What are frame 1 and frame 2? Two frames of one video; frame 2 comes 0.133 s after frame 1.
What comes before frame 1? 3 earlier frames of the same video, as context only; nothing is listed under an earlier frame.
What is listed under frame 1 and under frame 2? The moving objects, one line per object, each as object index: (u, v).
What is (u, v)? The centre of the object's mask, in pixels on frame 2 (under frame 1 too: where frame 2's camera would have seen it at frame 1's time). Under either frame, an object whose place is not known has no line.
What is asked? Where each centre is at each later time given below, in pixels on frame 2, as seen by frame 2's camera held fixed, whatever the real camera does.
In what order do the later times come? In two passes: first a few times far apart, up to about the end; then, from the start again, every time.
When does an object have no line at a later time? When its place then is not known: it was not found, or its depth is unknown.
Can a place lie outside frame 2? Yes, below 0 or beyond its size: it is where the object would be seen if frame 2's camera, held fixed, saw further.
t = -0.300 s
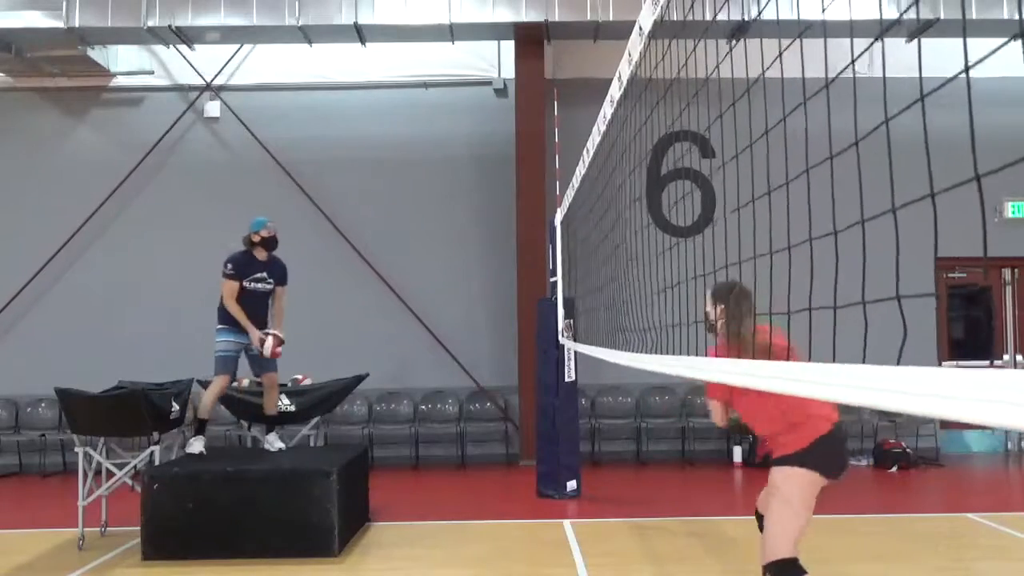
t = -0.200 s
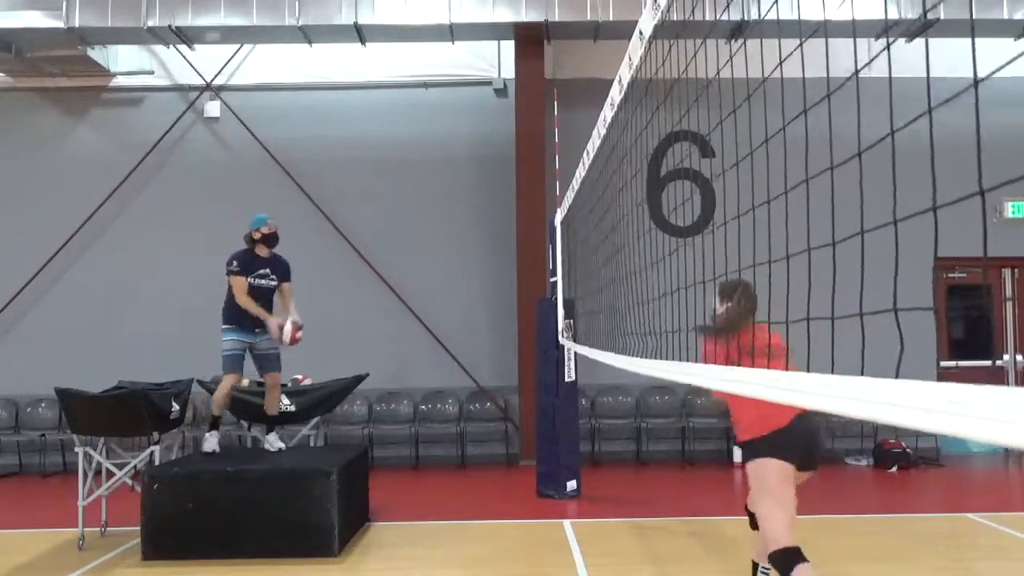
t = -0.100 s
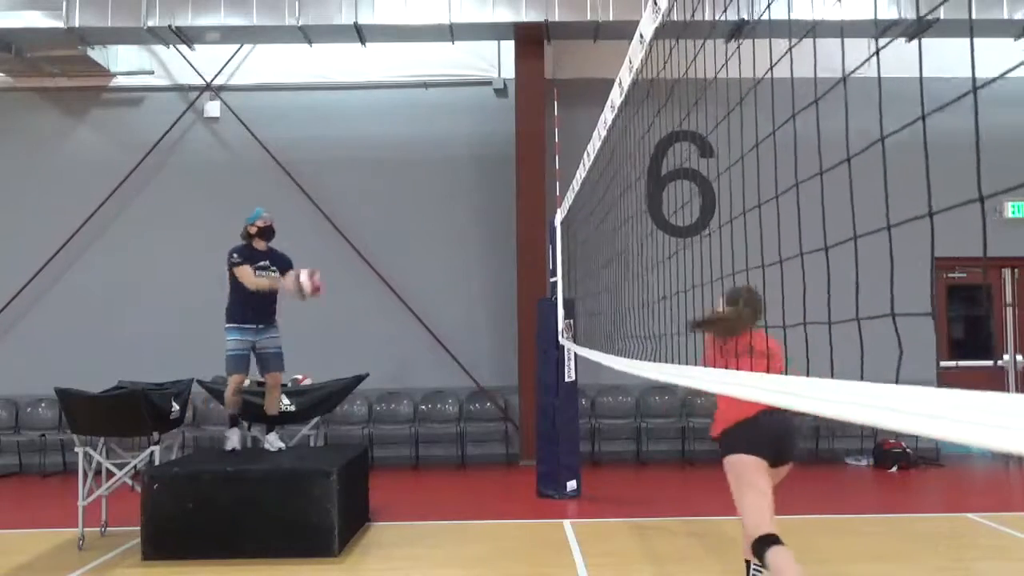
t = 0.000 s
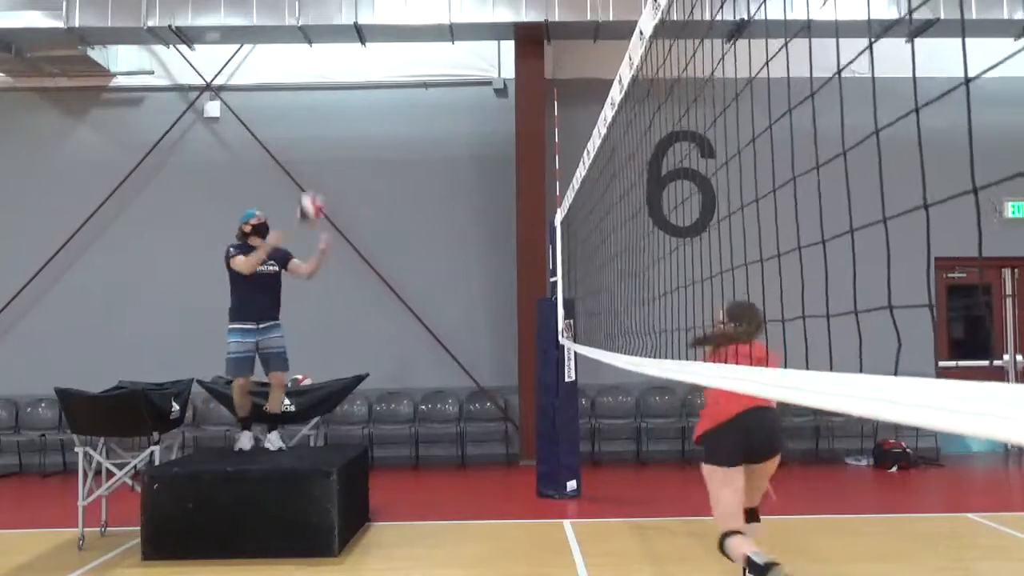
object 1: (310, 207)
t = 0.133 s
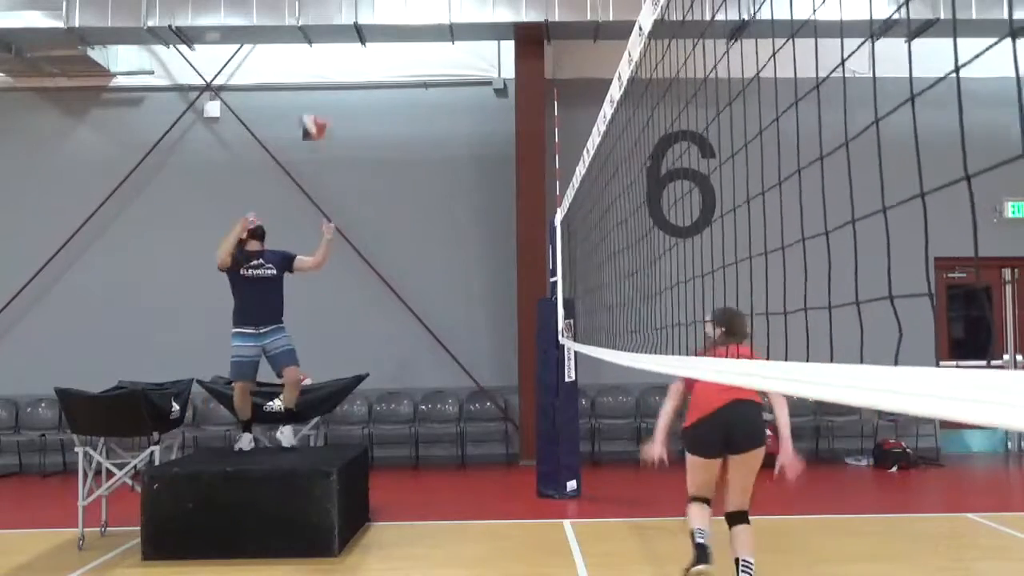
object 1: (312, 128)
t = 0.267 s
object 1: (315, 73)
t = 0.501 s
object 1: (319, 34)
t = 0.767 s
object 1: (326, 79)
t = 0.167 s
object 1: (313, 113)
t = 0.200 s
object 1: (314, 97)
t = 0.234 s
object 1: (314, 84)
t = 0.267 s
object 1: (315, 73)
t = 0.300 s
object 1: (315, 63)
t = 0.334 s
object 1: (316, 54)
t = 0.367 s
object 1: (317, 46)
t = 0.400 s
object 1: (318, 41)
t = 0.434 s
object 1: (319, 38)
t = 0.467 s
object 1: (319, 35)
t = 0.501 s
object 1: (319, 34)
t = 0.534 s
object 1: (320, 35)
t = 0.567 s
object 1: (320, 36)
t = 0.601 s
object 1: (322, 40)
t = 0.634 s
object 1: (323, 44)
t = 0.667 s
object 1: (324, 51)
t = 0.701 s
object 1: (325, 60)
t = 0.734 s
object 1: (325, 69)
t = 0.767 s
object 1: (326, 79)
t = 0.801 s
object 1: (327, 91)
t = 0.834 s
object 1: (328, 103)
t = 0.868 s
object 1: (328, 119)
